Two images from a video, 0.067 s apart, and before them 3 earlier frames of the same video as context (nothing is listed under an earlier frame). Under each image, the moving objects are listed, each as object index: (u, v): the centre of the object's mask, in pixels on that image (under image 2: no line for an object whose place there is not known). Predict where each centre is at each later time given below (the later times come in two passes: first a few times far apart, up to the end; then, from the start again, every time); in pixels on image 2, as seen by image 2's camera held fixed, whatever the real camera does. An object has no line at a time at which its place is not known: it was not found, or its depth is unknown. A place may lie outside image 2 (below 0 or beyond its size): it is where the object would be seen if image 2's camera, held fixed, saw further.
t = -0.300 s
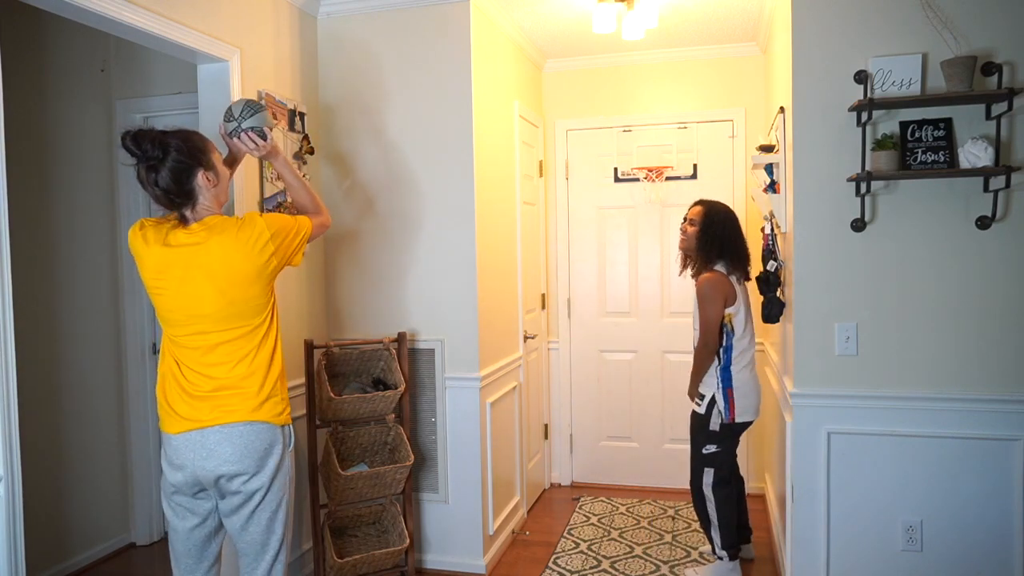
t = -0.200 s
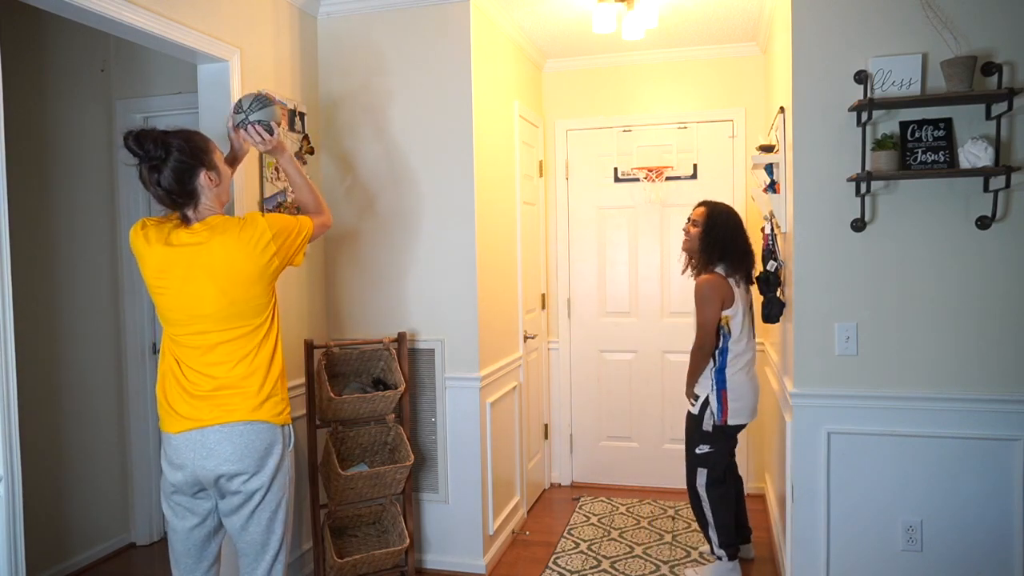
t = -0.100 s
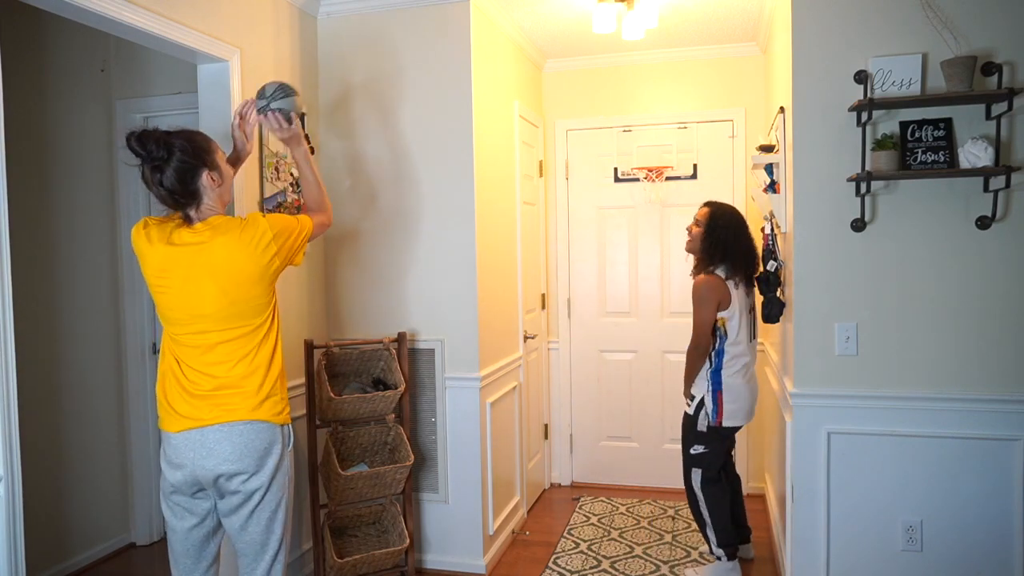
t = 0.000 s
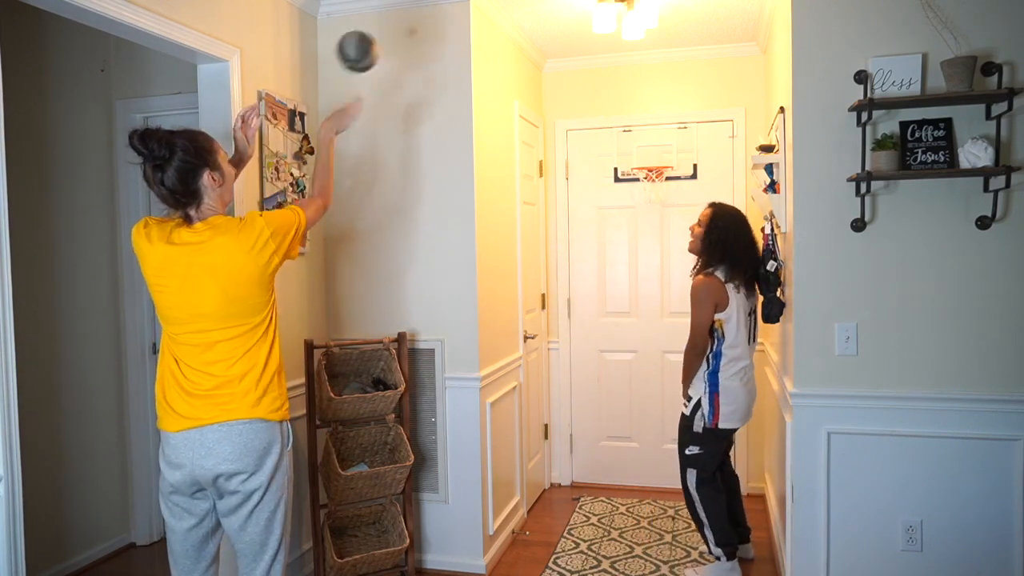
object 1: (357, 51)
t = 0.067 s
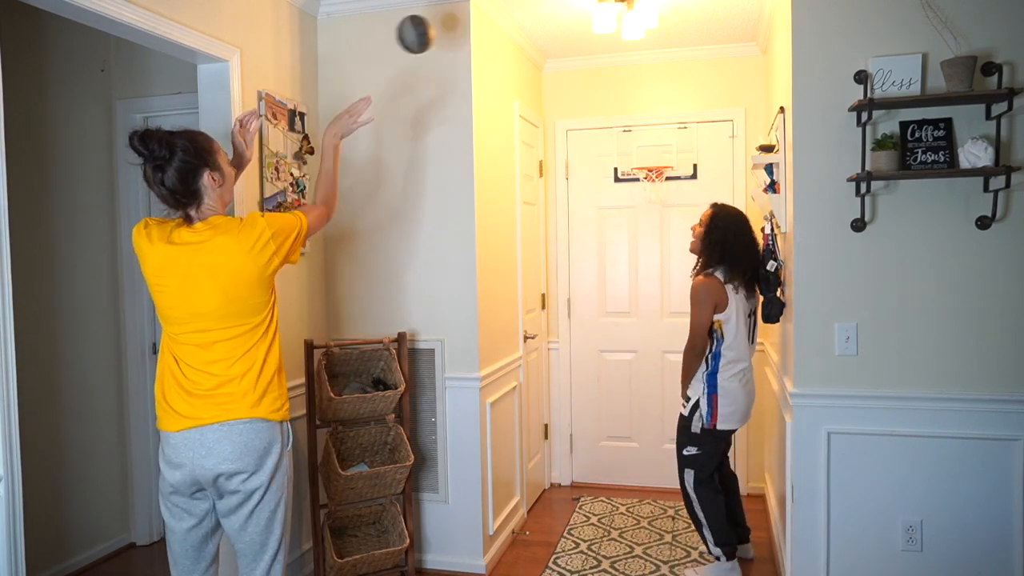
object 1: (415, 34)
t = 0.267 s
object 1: (543, 53)
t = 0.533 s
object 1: (653, 162)
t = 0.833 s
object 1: (709, 144)
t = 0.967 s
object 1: (735, 191)
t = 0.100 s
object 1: (441, 31)
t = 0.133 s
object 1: (464, 31)
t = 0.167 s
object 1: (487, 33)
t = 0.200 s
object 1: (506, 38)
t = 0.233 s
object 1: (526, 45)
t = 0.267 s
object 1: (543, 53)
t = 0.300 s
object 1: (559, 64)
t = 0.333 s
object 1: (575, 76)
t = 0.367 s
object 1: (590, 90)
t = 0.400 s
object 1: (603, 106)
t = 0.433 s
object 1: (616, 122)
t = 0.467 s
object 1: (628, 141)
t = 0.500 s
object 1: (639, 158)
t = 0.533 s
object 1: (653, 162)
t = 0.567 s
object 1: (663, 156)
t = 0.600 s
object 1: (669, 150)
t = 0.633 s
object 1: (673, 143)
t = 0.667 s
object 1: (678, 137)
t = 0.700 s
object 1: (685, 134)
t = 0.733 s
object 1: (691, 133)
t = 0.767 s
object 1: (697, 135)
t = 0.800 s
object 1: (703, 139)
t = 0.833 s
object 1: (709, 144)
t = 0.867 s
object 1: (716, 152)
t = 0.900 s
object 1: (723, 163)
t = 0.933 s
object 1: (730, 177)
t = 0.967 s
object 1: (735, 191)
